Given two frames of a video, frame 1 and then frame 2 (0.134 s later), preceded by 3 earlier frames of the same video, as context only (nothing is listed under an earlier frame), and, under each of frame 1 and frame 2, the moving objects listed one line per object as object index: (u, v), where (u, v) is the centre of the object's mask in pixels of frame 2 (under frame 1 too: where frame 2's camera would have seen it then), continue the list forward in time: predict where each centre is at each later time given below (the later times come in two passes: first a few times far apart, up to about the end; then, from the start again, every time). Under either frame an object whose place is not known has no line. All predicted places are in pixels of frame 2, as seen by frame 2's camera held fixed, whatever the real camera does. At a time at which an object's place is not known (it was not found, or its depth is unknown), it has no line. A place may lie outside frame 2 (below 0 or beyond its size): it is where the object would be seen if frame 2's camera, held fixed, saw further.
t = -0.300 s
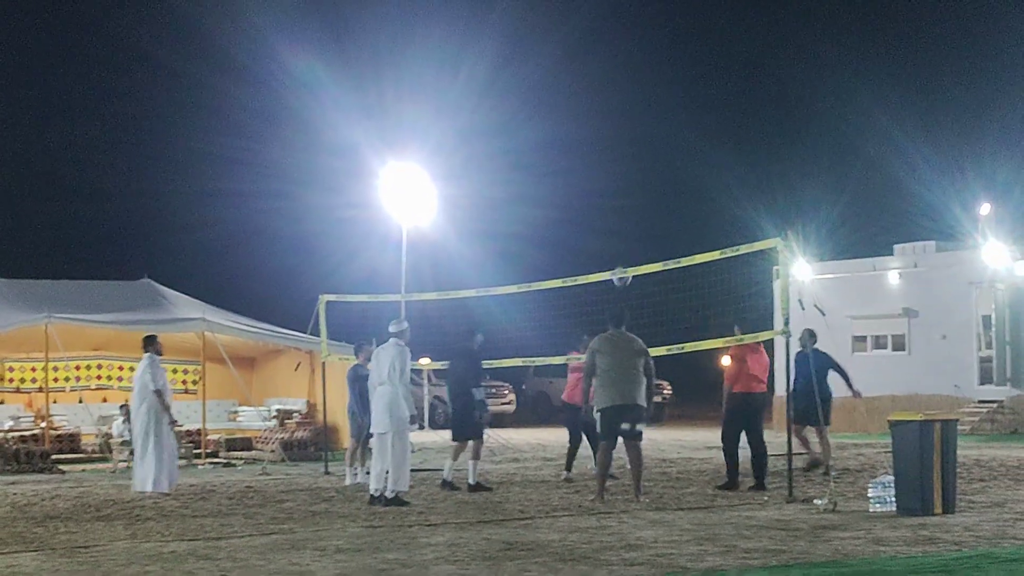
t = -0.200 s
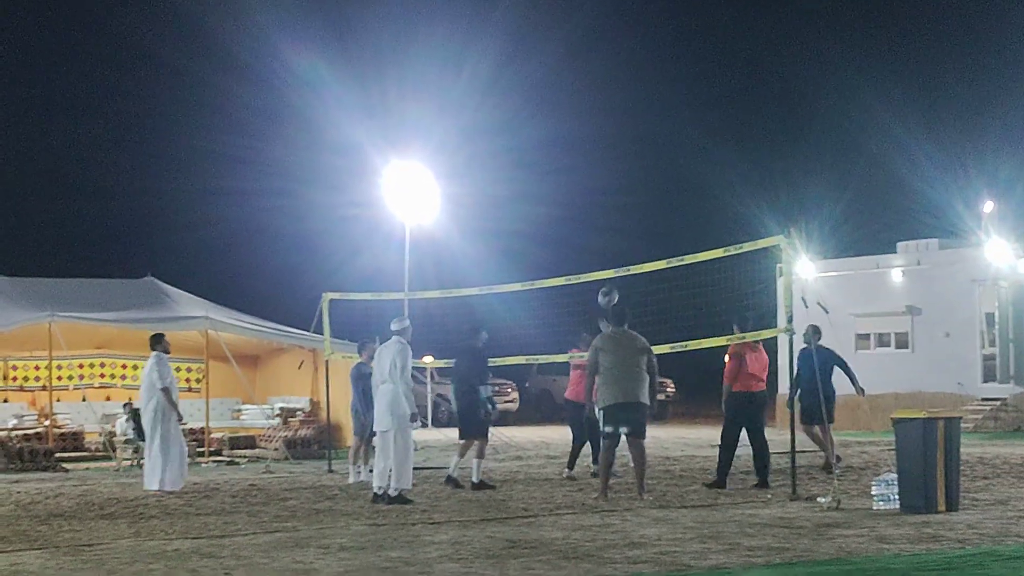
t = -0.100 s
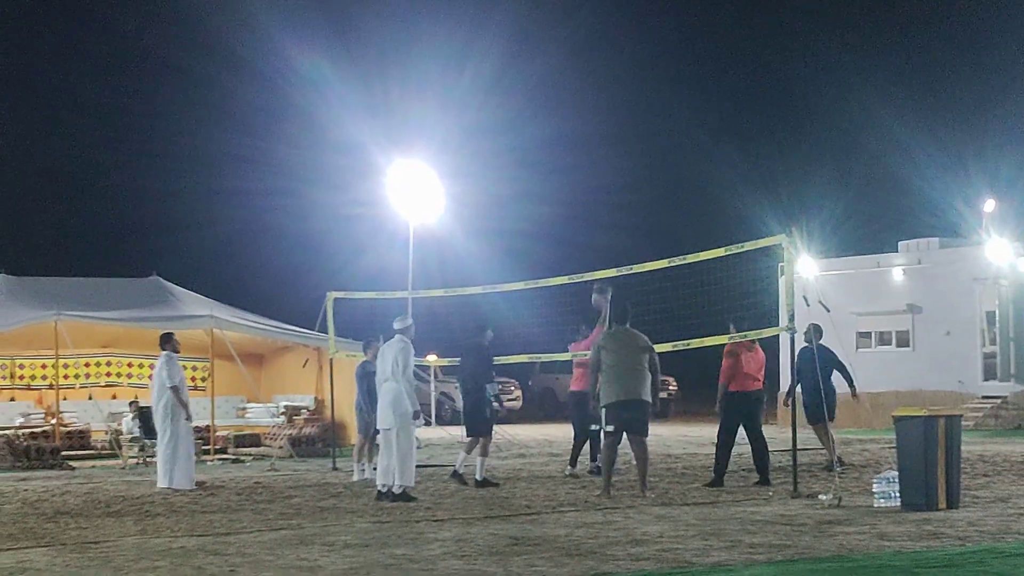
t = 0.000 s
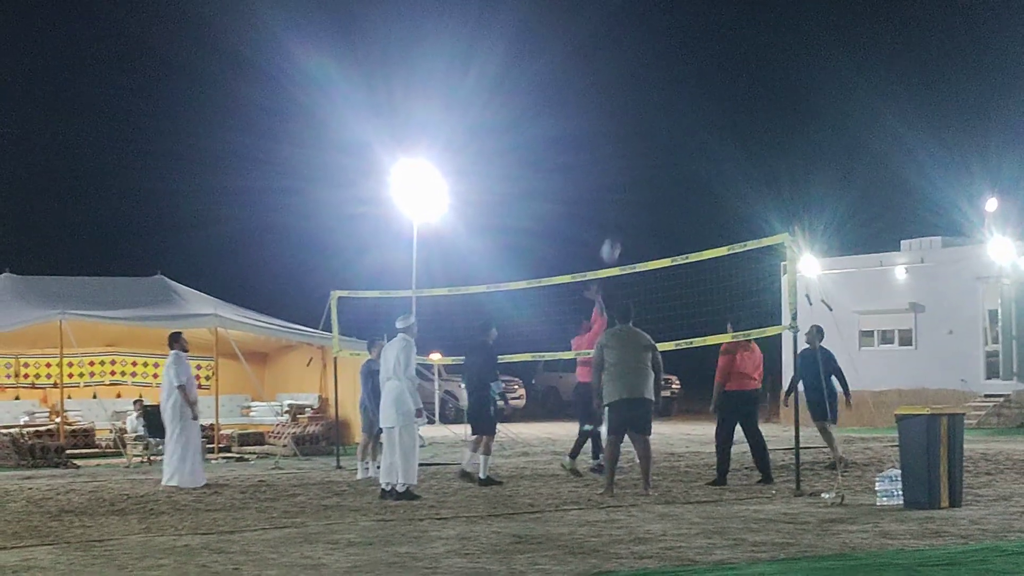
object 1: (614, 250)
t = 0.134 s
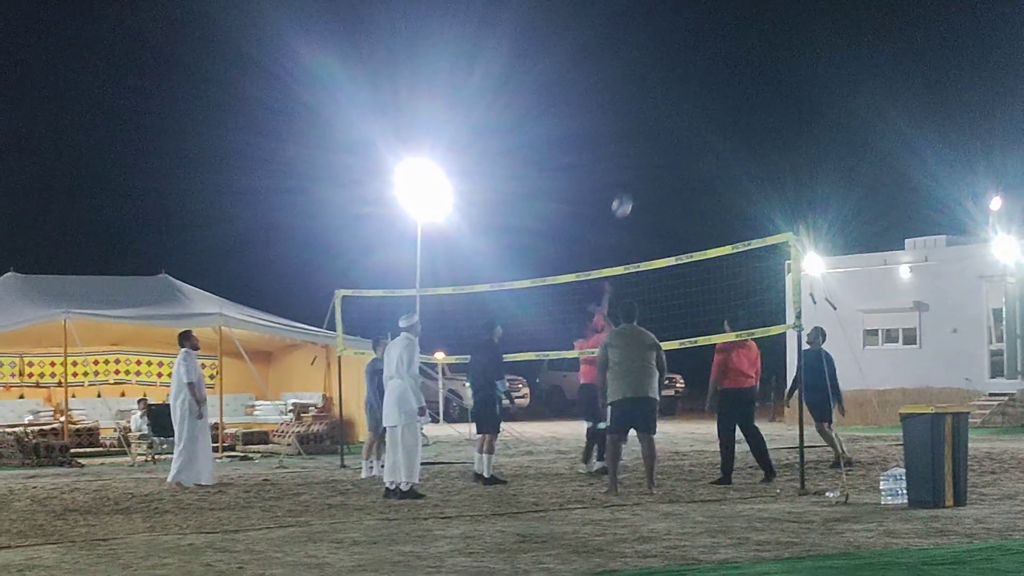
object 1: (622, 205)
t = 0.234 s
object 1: (629, 183)
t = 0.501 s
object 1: (648, 163)
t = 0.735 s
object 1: (666, 195)
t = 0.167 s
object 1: (624, 198)
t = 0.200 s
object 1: (626, 189)
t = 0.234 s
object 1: (629, 183)
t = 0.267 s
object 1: (631, 177)
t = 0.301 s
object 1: (633, 173)
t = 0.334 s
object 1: (636, 168)
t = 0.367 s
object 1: (638, 165)
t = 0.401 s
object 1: (641, 163)
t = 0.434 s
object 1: (644, 162)
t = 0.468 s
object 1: (646, 162)
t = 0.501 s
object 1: (648, 163)
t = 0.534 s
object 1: (651, 164)
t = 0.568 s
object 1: (653, 167)
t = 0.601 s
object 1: (655, 171)
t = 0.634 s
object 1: (658, 176)
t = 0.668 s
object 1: (660, 181)
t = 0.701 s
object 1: (663, 188)
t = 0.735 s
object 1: (666, 195)
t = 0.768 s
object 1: (668, 204)
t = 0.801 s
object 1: (671, 212)
